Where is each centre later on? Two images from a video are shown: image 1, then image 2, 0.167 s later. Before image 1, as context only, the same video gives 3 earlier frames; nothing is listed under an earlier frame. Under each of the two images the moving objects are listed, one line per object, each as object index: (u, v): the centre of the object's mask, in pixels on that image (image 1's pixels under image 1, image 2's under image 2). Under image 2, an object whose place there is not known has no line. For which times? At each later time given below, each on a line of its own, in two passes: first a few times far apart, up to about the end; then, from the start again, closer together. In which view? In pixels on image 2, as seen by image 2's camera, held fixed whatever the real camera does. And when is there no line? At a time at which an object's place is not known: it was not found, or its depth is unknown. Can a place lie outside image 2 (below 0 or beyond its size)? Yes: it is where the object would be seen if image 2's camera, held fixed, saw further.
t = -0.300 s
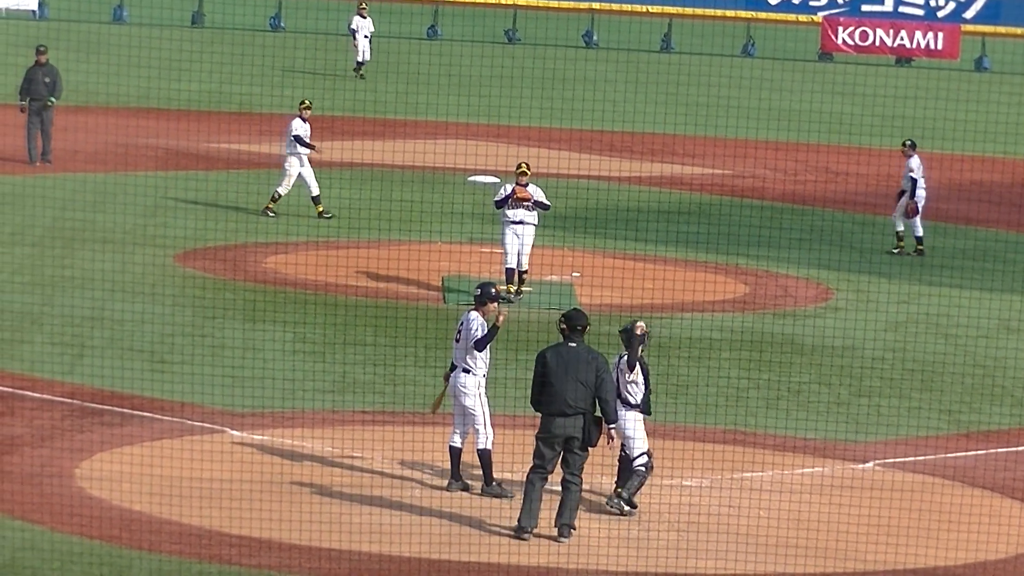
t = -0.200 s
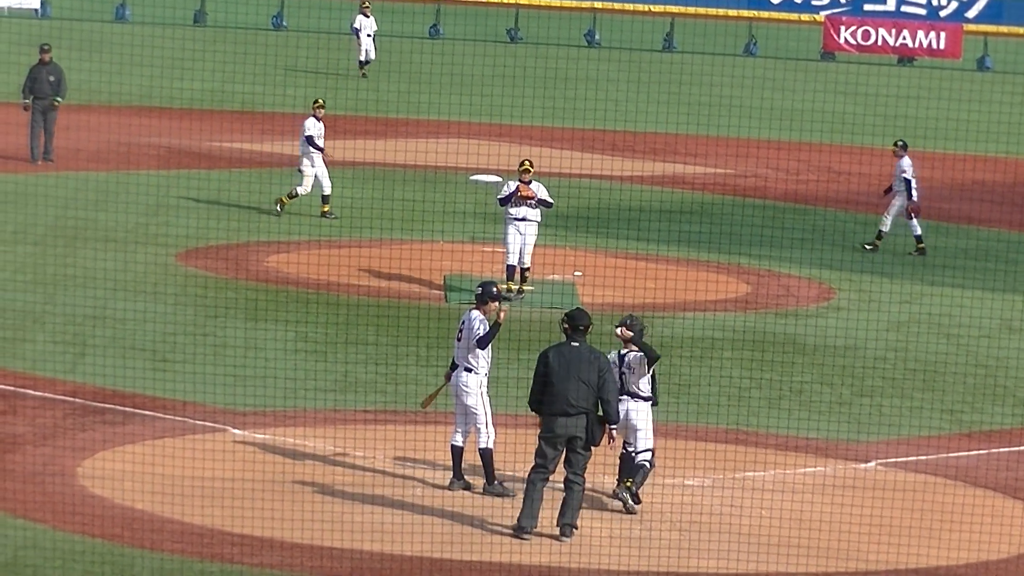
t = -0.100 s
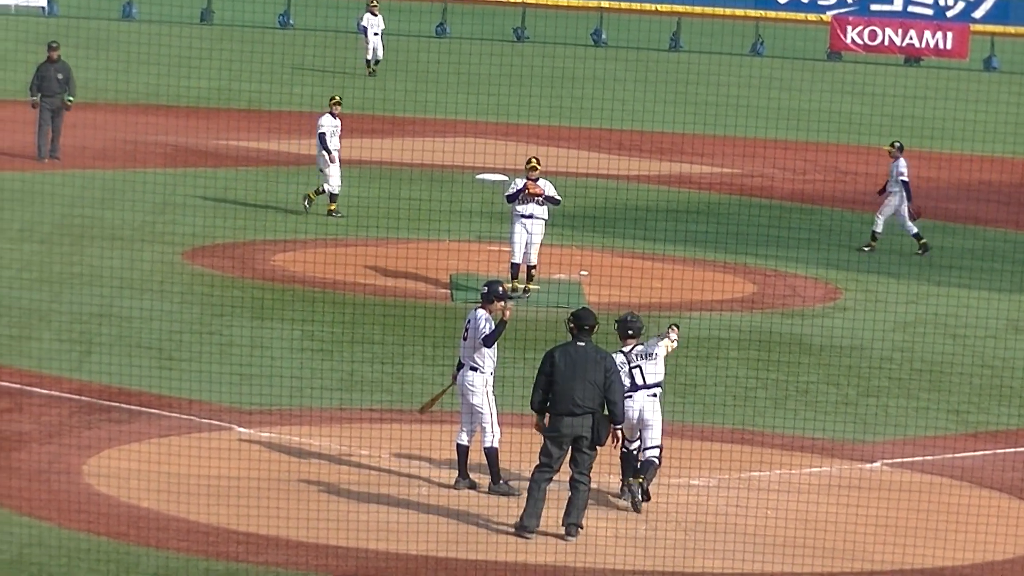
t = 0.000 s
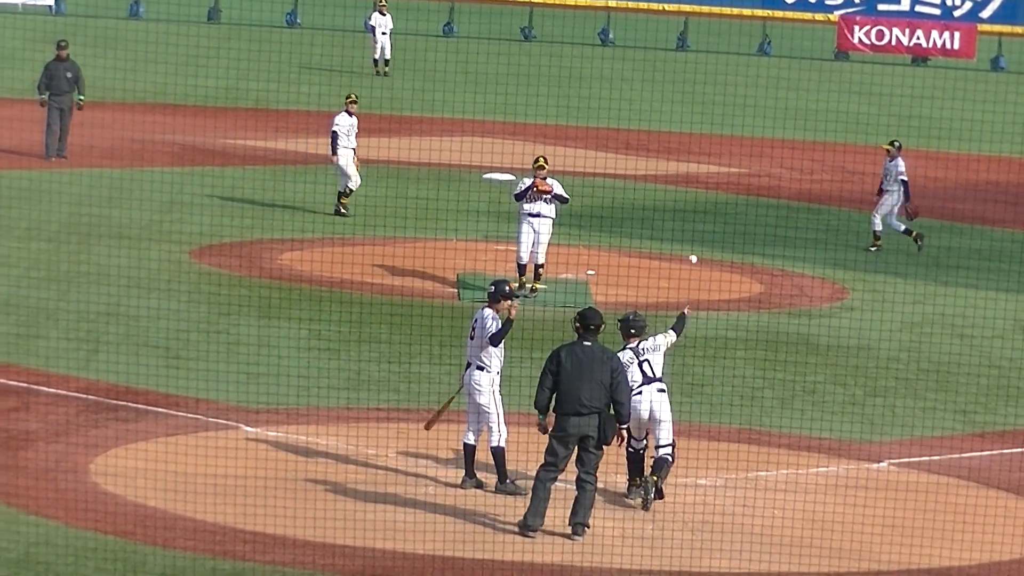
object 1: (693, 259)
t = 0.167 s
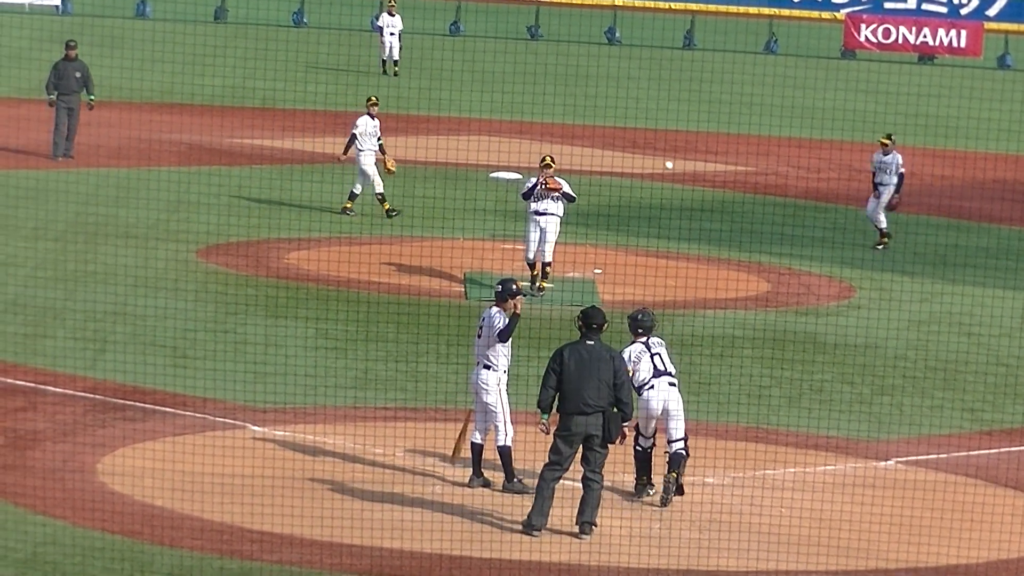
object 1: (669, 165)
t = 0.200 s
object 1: (663, 151)
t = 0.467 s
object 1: (620, 90)
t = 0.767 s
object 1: (577, 105)
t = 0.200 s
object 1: (663, 151)
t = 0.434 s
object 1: (624, 93)
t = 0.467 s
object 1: (620, 90)
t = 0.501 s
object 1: (615, 87)
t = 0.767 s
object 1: (577, 105)
